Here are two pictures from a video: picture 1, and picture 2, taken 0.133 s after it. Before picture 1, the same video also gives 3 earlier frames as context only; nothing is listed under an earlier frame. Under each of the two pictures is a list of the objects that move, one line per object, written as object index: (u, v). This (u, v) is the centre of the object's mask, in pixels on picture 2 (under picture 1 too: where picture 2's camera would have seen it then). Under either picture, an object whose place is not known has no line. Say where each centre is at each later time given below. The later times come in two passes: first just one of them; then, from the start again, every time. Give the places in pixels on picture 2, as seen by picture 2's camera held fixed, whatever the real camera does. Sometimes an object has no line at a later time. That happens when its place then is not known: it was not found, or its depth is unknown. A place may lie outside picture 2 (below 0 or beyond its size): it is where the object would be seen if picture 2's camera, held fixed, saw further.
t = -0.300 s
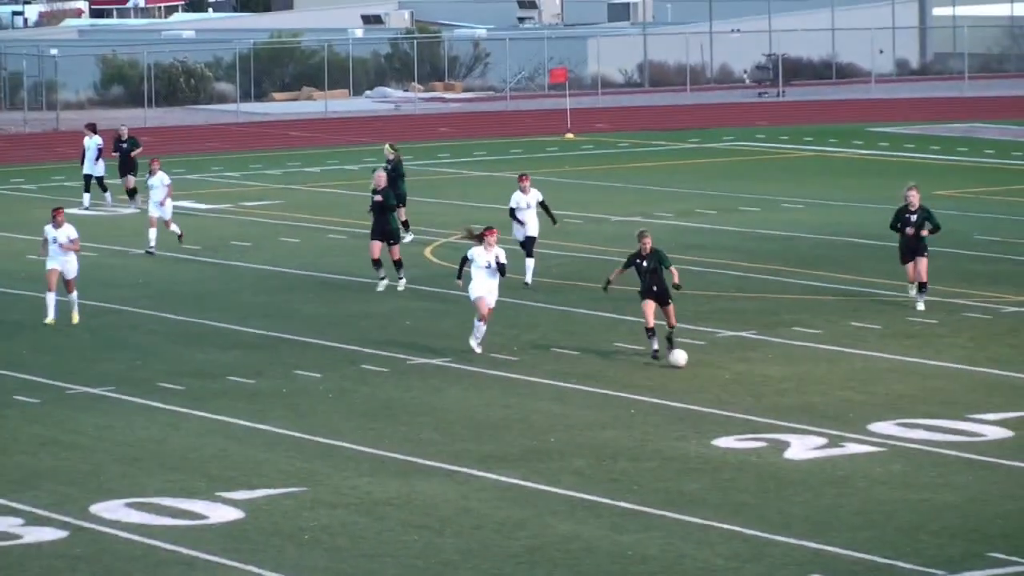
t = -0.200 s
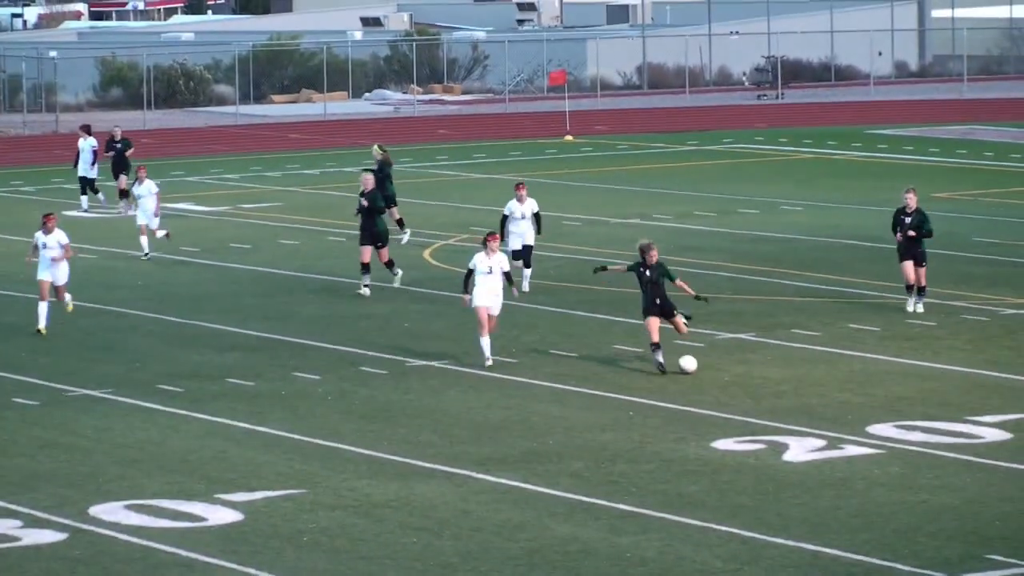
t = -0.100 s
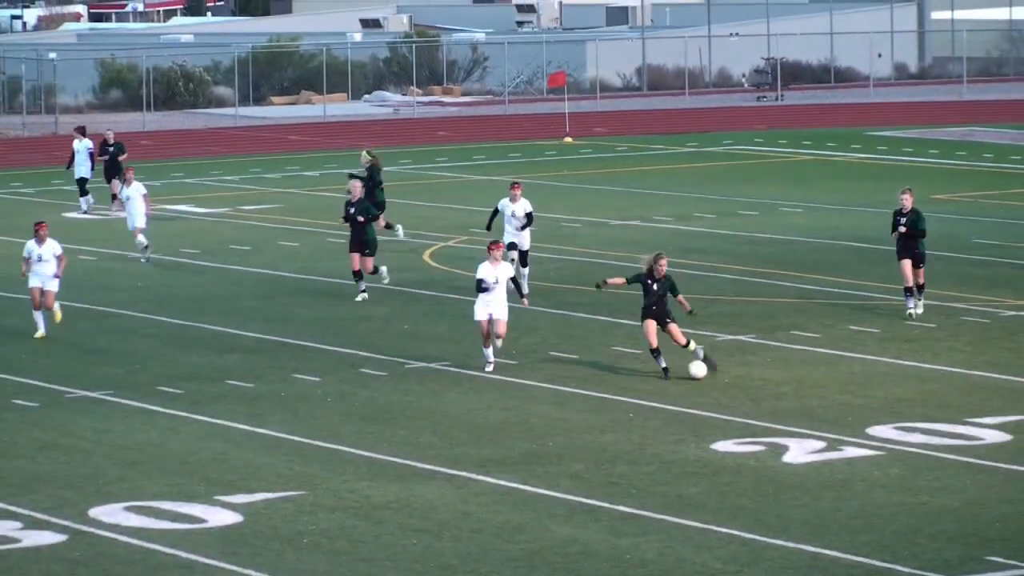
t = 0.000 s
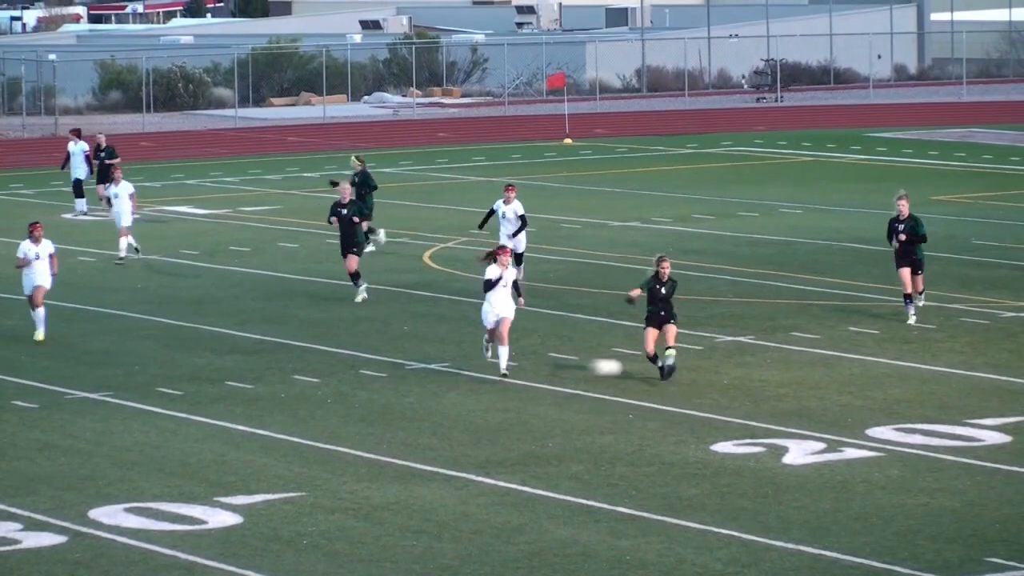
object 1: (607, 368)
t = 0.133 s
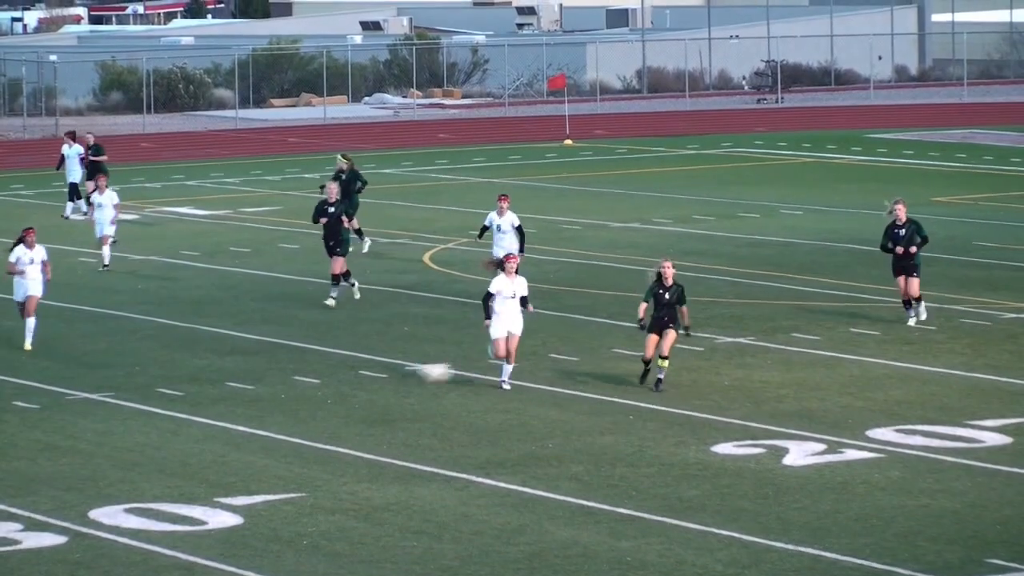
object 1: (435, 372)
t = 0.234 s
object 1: (295, 384)
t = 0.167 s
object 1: (389, 376)
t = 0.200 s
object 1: (342, 379)
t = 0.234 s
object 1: (295, 384)
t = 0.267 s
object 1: (247, 390)
